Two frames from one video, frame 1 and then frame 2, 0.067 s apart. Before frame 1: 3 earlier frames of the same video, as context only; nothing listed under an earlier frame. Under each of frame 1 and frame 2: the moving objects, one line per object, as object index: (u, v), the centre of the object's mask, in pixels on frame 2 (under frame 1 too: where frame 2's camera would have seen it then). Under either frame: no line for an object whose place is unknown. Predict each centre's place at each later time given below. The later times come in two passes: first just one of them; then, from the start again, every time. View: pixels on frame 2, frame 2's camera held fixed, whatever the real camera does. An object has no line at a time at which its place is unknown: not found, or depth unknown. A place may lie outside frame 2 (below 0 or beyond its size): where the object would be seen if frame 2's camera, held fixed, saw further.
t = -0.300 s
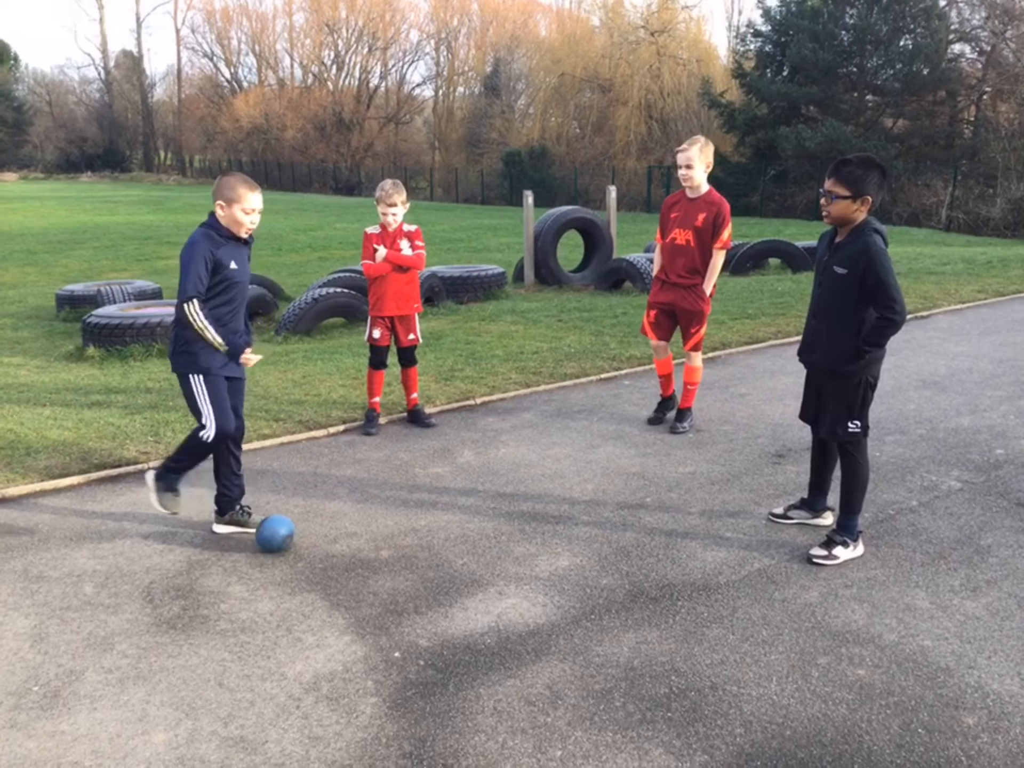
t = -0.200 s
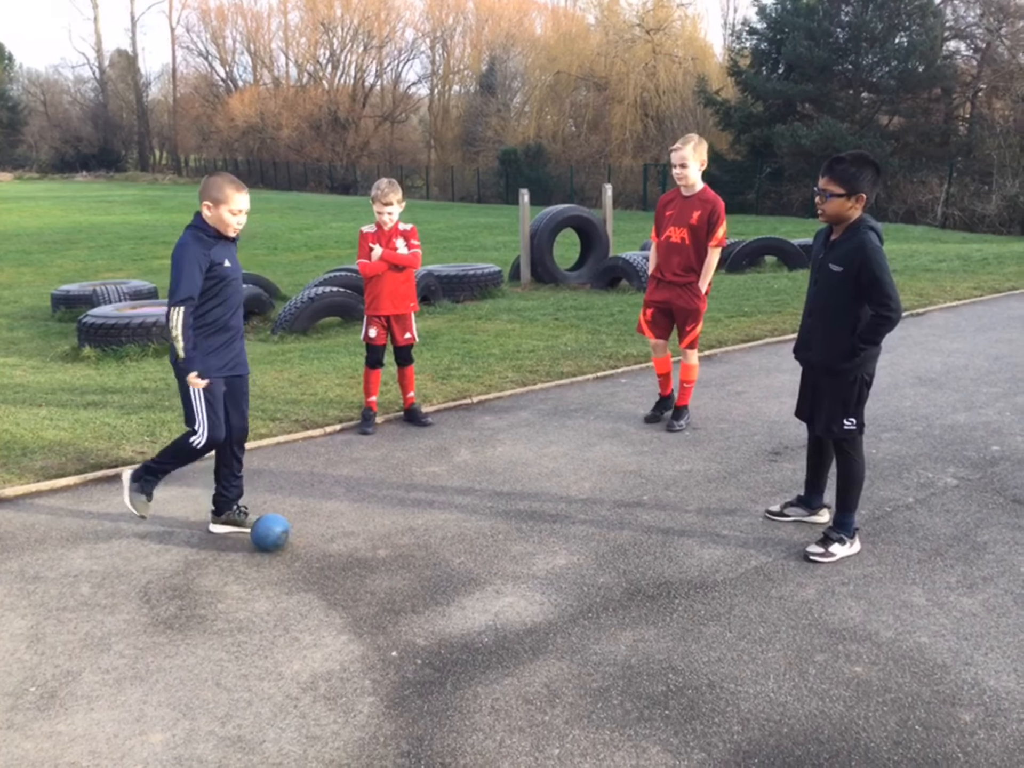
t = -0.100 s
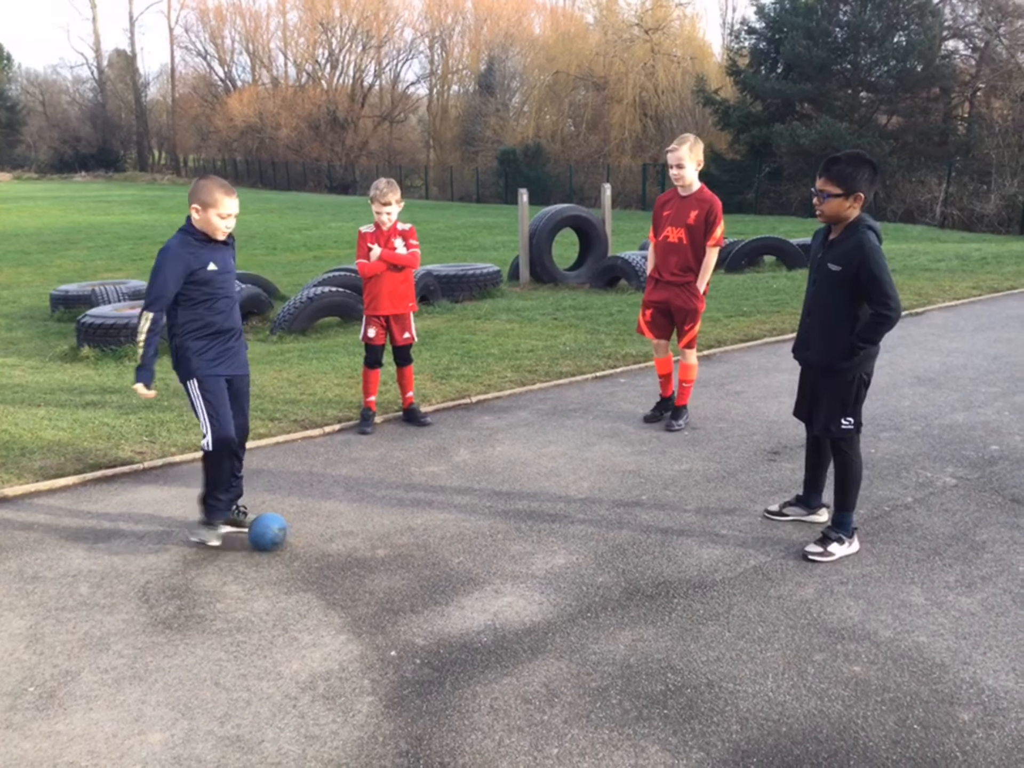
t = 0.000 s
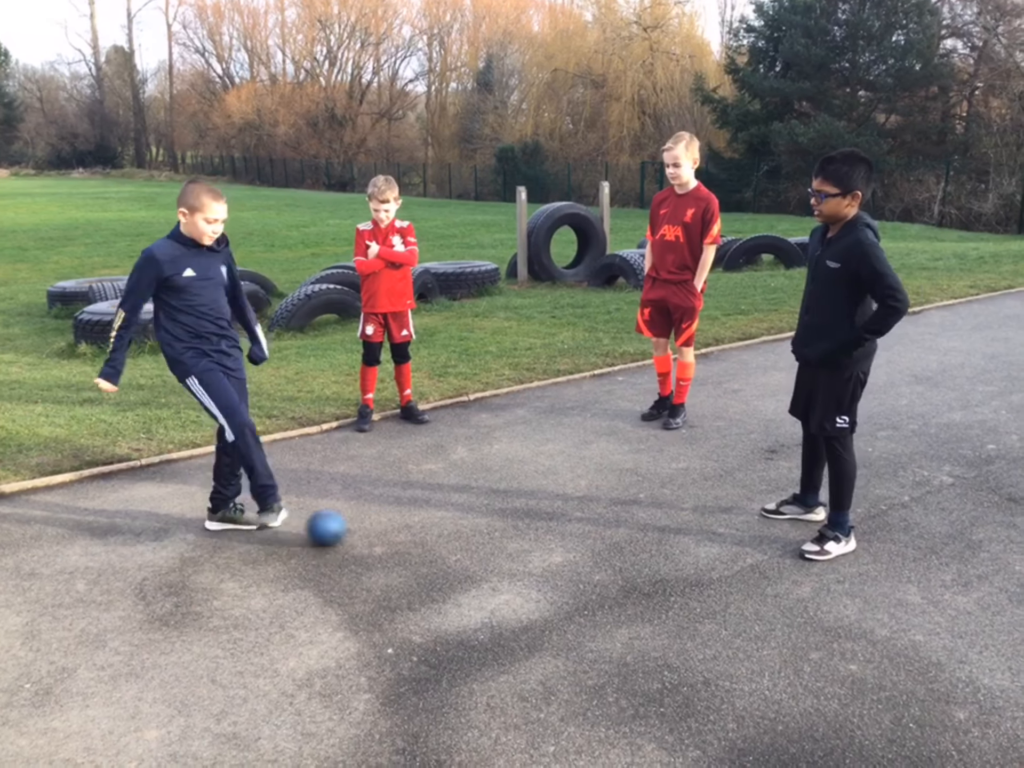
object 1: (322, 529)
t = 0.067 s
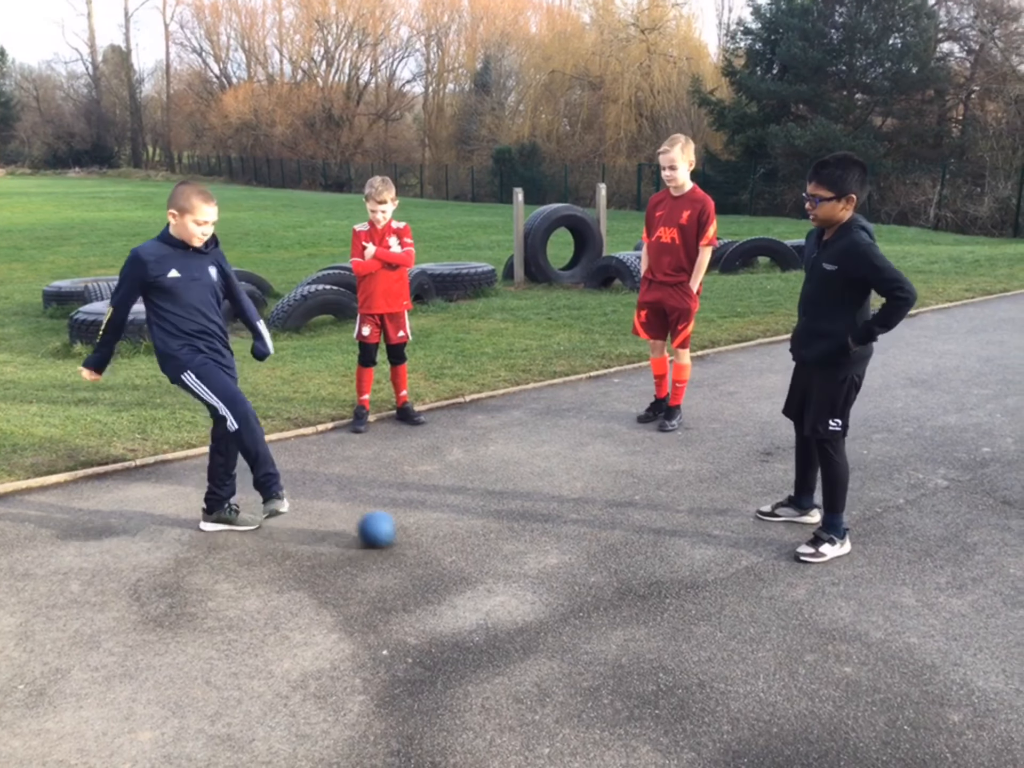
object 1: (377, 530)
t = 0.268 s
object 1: (516, 528)
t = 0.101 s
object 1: (401, 529)
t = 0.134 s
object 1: (424, 529)
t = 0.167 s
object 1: (448, 529)
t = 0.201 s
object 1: (471, 529)
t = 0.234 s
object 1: (493, 529)
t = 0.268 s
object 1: (516, 528)
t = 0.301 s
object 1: (539, 528)
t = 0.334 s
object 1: (562, 527)
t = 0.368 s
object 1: (584, 527)
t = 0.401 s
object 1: (606, 527)
